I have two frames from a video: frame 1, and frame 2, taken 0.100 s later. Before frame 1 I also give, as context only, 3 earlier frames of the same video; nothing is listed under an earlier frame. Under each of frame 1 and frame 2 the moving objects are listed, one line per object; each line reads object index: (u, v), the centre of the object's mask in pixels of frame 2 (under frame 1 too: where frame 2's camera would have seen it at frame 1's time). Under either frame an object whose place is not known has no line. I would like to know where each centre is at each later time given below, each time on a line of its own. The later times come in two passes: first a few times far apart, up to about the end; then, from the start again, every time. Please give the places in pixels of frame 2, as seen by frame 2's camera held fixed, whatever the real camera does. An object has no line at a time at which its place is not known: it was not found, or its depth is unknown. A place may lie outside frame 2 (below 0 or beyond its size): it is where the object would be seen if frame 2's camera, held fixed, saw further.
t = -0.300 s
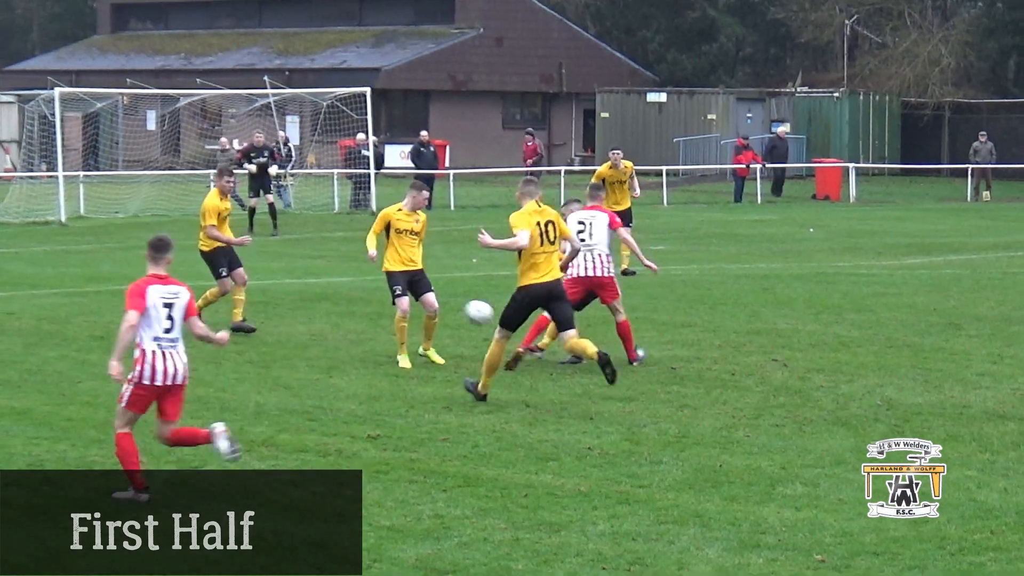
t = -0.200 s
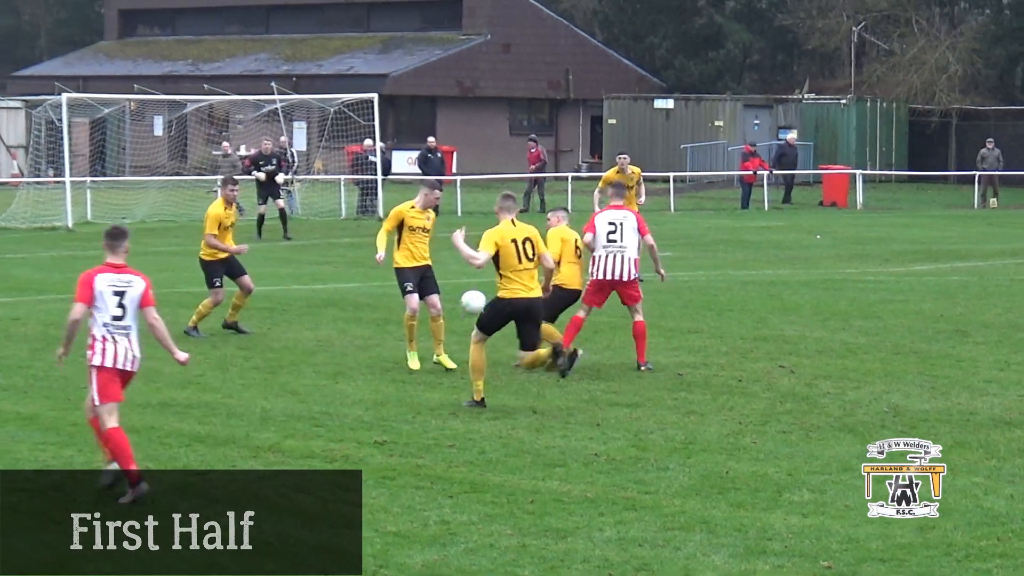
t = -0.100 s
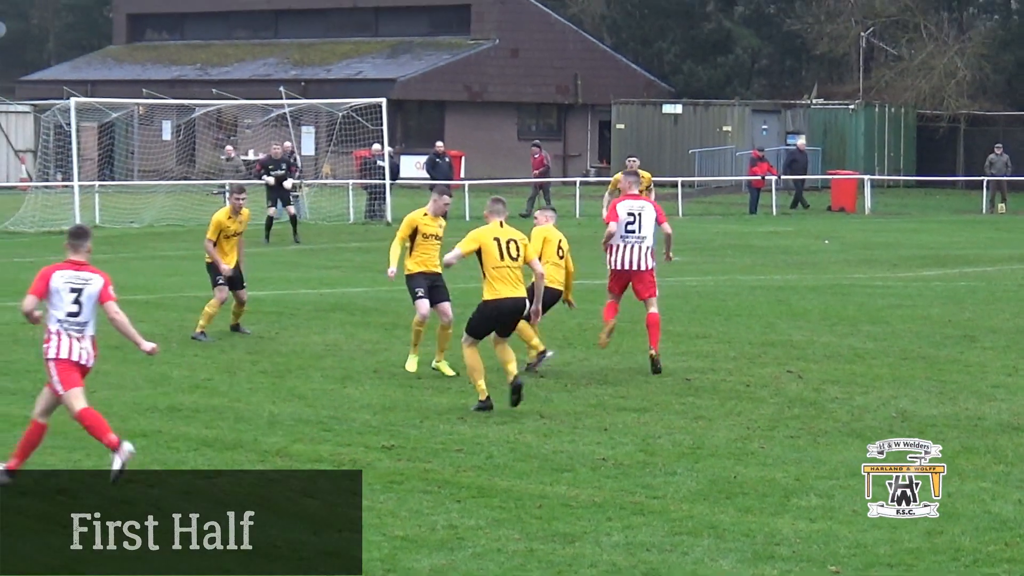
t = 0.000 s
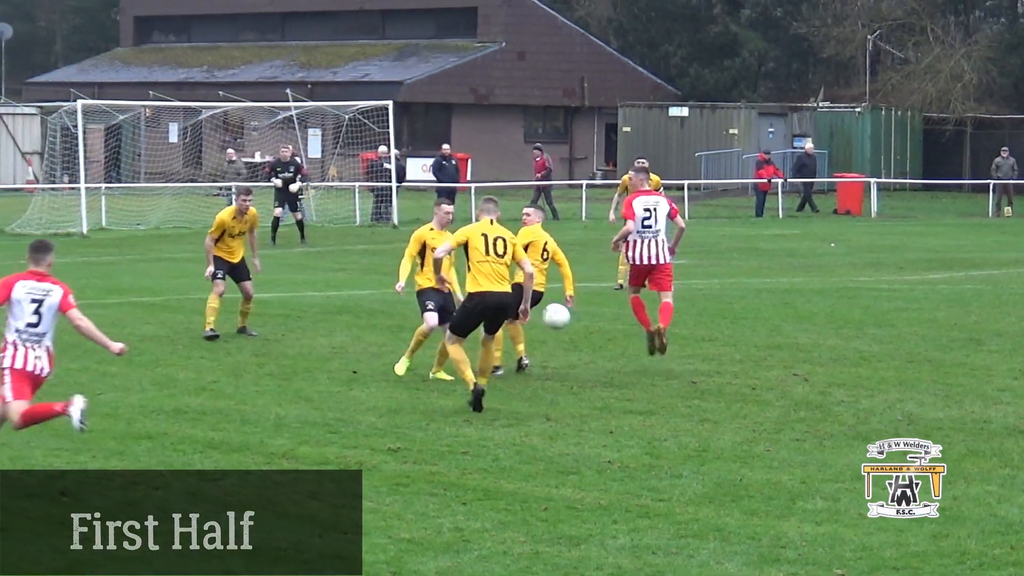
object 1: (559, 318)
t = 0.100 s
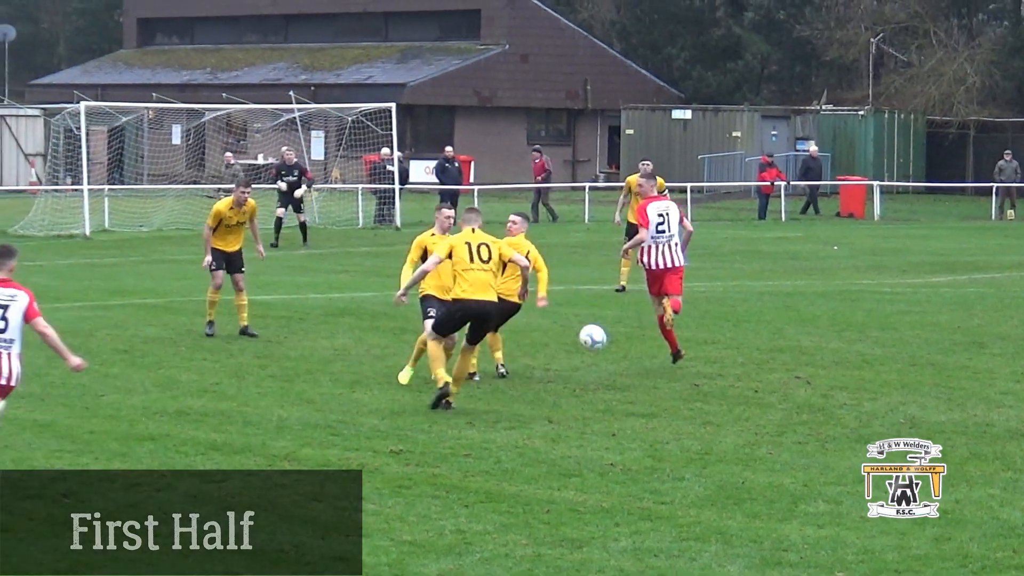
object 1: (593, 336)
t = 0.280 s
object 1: (655, 402)
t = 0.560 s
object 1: (735, 384)
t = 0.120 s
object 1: (600, 342)
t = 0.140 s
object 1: (607, 348)
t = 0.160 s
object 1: (614, 354)
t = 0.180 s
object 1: (621, 360)
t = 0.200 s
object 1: (627, 368)
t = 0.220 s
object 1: (637, 373)
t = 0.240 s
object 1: (644, 383)
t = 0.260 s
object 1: (648, 393)
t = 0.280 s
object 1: (655, 402)
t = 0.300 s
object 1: (663, 406)
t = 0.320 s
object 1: (668, 402)
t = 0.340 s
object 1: (672, 398)
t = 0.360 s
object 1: (682, 393)
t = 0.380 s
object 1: (685, 391)
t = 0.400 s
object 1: (689, 389)
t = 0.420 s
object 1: (694, 387)
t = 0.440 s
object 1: (699, 386)
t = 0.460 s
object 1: (705, 385)
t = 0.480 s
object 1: (710, 384)
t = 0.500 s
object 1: (715, 383)
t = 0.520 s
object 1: (720, 383)
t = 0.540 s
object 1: (730, 383)
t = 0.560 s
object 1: (735, 384)
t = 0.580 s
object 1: (737, 387)
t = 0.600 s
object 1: (743, 390)
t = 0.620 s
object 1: (748, 393)
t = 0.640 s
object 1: (753, 396)
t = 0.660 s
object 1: (759, 400)
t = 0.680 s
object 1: (764, 404)
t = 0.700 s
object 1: (770, 409)
